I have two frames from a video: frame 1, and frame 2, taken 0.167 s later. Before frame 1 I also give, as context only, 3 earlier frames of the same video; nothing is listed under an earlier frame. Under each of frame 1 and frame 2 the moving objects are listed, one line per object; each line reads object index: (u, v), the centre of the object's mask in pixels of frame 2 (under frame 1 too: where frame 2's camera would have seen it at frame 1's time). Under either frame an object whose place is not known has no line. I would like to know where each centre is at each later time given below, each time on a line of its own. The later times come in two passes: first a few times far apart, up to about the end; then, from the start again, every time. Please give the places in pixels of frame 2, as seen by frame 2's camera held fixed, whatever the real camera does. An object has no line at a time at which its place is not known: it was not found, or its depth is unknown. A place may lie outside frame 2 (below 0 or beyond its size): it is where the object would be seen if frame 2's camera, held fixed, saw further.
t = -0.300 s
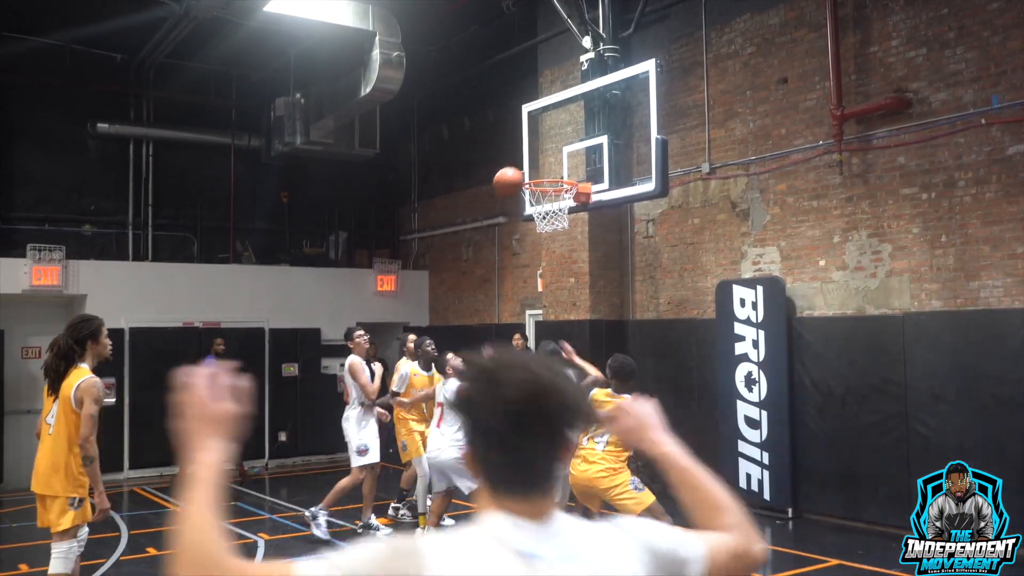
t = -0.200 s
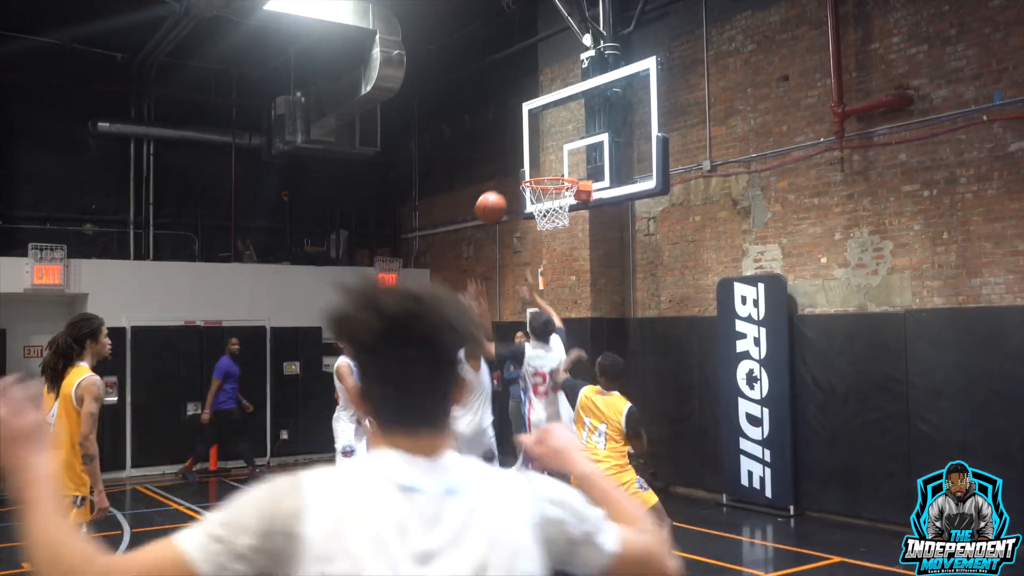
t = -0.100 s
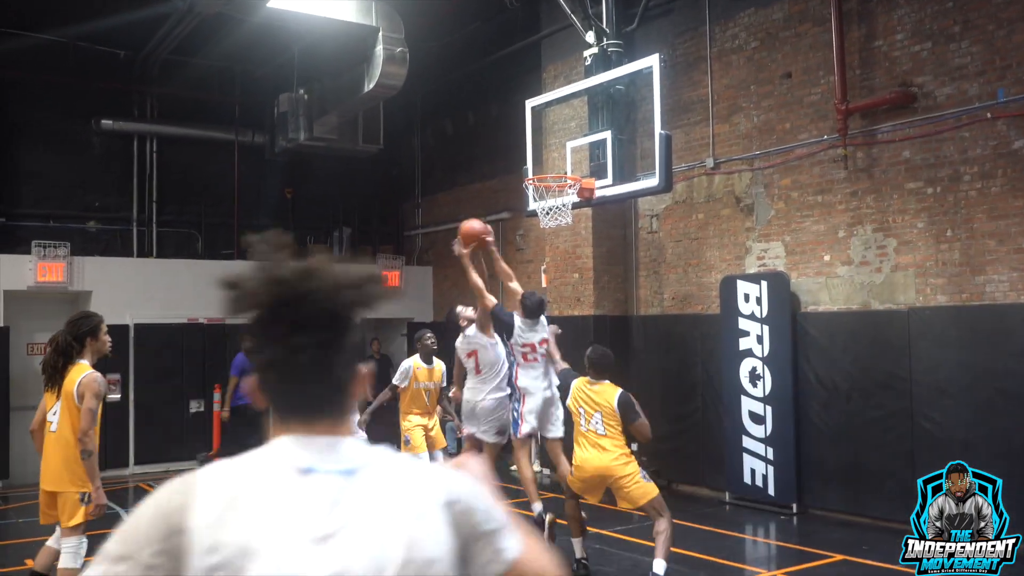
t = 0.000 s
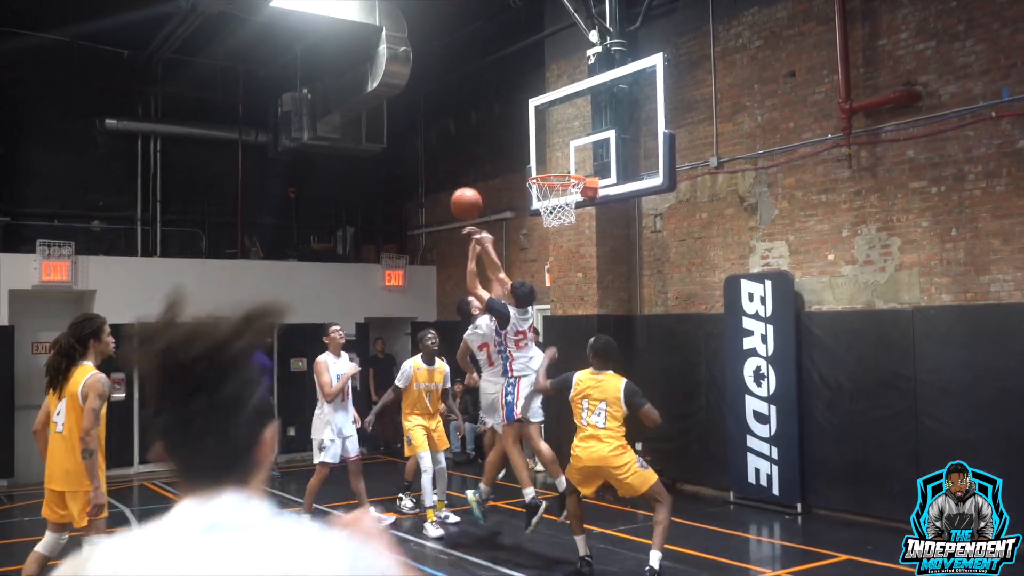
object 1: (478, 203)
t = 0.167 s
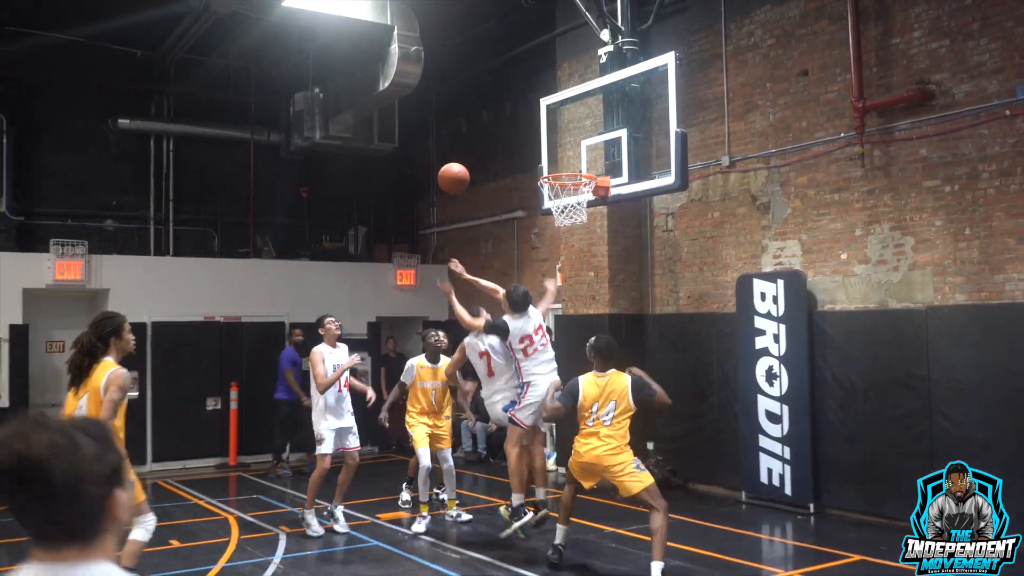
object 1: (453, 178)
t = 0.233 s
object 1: (444, 178)
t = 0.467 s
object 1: (412, 222)
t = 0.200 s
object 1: (449, 178)
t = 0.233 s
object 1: (444, 178)
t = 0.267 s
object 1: (439, 181)
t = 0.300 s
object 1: (435, 184)
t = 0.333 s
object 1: (430, 189)
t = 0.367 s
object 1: (425, 195)
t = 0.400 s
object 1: (421, 203)
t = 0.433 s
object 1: (416, 212)
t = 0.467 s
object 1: (412, 222)
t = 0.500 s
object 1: (407, 234)
